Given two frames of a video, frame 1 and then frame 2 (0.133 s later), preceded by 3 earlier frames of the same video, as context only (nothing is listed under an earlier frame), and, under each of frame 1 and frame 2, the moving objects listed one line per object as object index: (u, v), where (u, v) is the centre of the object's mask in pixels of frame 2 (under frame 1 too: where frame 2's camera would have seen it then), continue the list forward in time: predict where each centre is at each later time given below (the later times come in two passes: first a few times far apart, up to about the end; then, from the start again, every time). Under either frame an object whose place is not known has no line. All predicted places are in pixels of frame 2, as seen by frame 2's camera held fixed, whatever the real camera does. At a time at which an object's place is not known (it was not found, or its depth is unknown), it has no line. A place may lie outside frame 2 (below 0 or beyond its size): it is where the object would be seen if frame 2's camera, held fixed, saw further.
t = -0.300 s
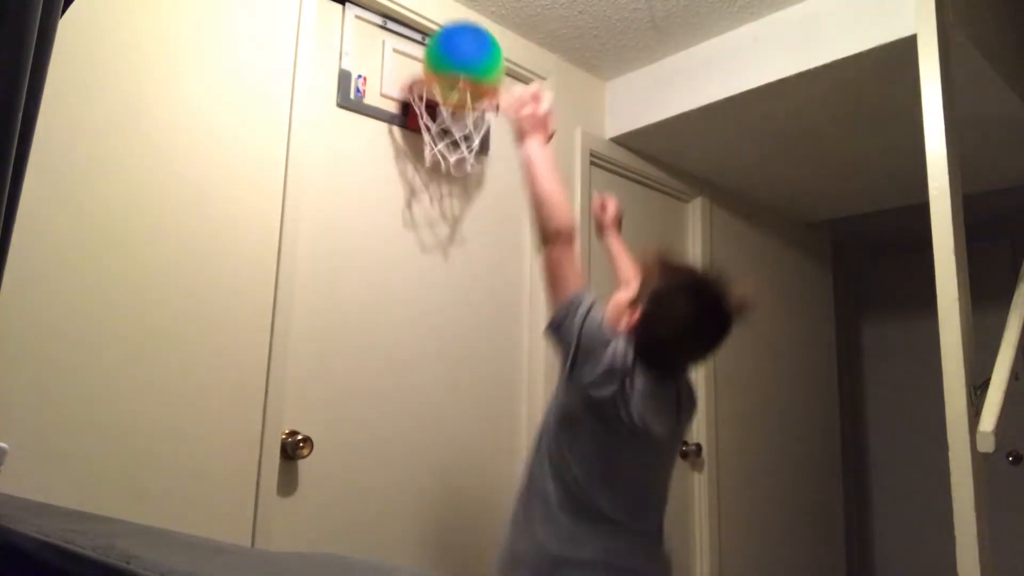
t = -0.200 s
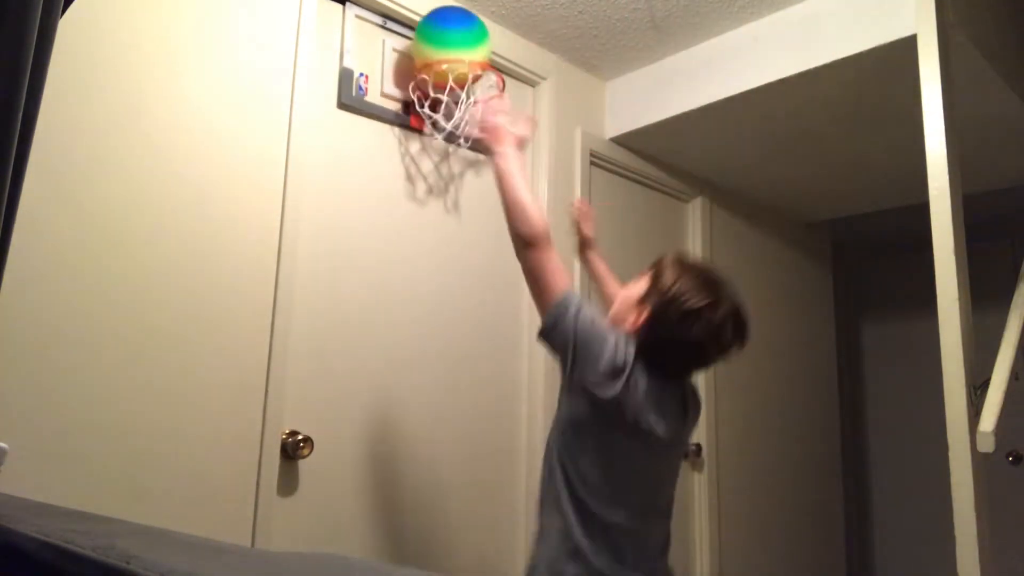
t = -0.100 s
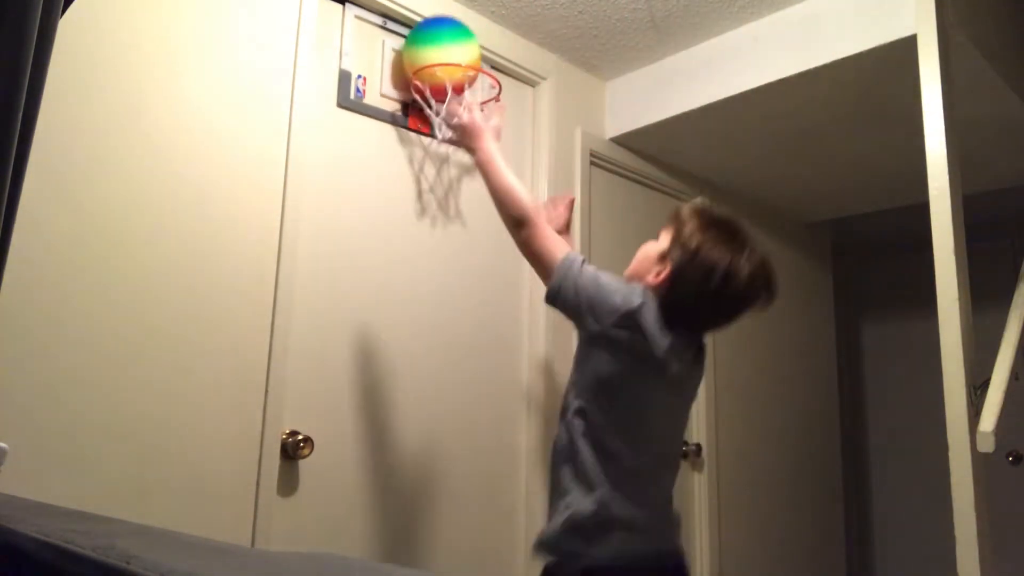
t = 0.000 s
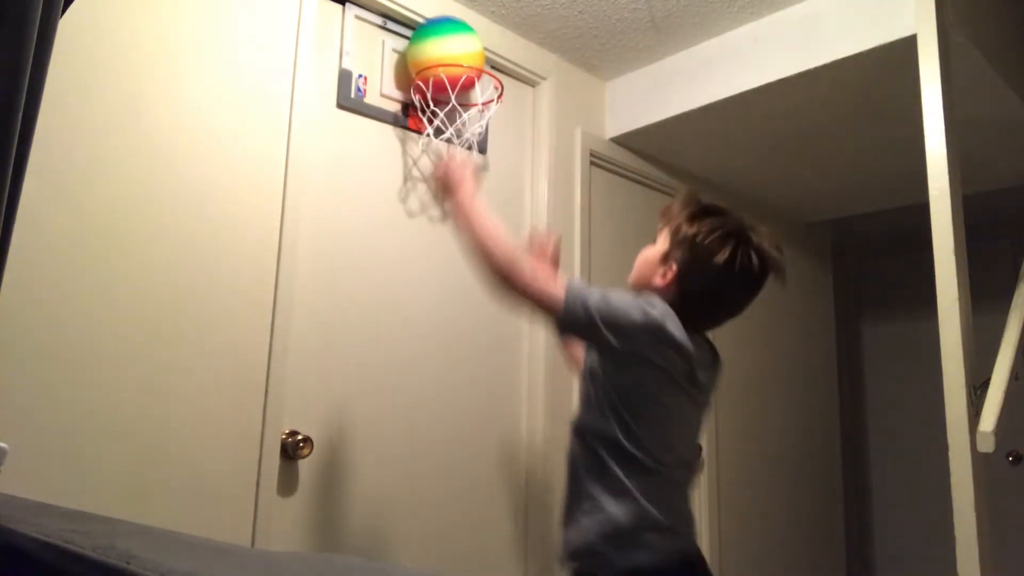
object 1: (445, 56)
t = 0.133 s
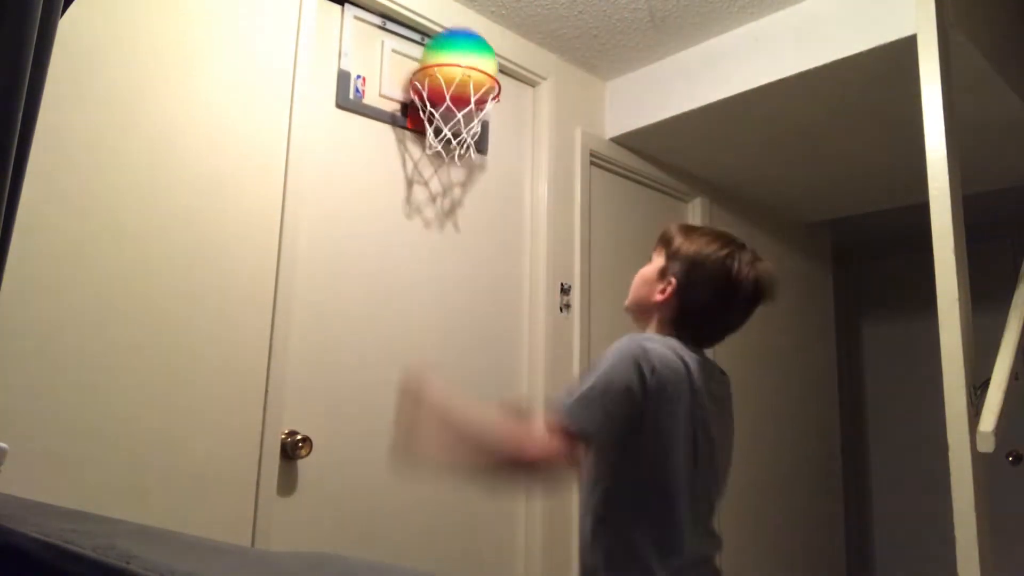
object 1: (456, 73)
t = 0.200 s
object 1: (457, 85)
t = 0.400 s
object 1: (455, 121)
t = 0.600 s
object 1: (454, 168)
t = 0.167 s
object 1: (459, 80)
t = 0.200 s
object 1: (457, 85)
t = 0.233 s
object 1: (453, 91)
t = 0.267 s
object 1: (450, 96)
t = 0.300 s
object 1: (450, 101)
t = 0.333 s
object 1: (451, 106)
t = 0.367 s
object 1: (453, 113)
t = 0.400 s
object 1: (455, 121)
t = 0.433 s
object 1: (455, 128)
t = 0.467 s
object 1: (456, 134)
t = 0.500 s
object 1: (455, 139)
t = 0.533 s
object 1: (456, 146)
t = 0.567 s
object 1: (455, 157)
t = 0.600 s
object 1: (454, 168)
